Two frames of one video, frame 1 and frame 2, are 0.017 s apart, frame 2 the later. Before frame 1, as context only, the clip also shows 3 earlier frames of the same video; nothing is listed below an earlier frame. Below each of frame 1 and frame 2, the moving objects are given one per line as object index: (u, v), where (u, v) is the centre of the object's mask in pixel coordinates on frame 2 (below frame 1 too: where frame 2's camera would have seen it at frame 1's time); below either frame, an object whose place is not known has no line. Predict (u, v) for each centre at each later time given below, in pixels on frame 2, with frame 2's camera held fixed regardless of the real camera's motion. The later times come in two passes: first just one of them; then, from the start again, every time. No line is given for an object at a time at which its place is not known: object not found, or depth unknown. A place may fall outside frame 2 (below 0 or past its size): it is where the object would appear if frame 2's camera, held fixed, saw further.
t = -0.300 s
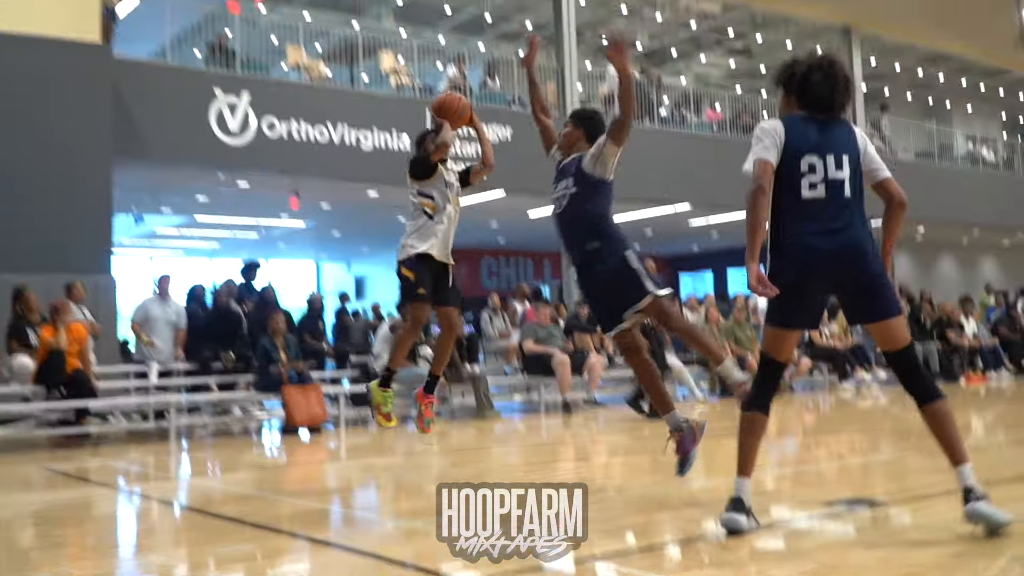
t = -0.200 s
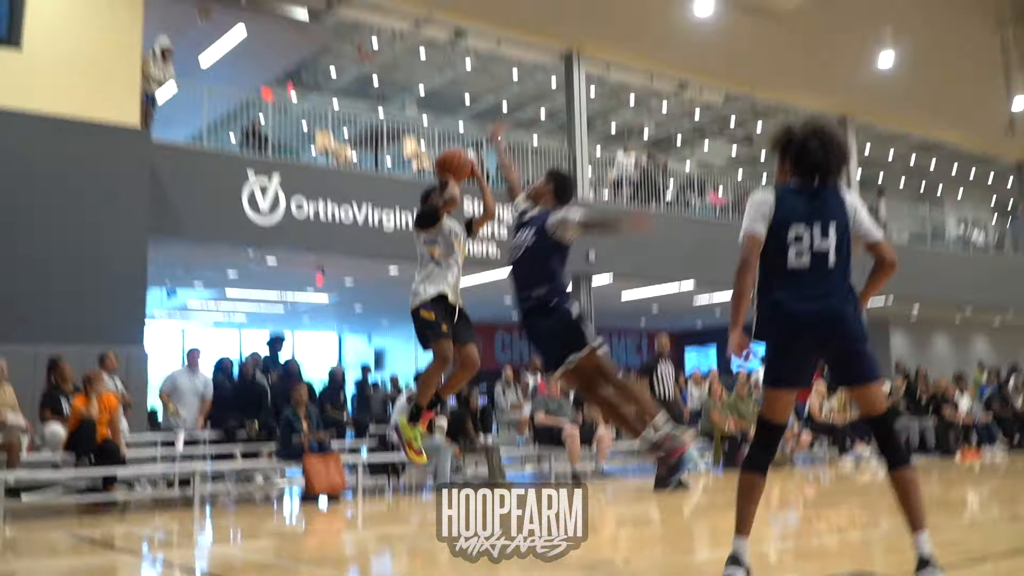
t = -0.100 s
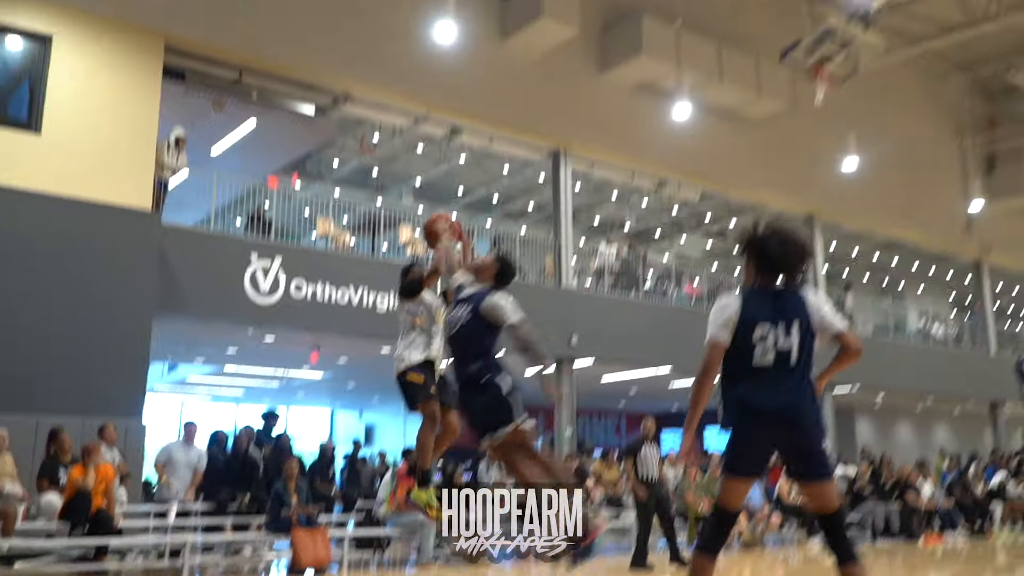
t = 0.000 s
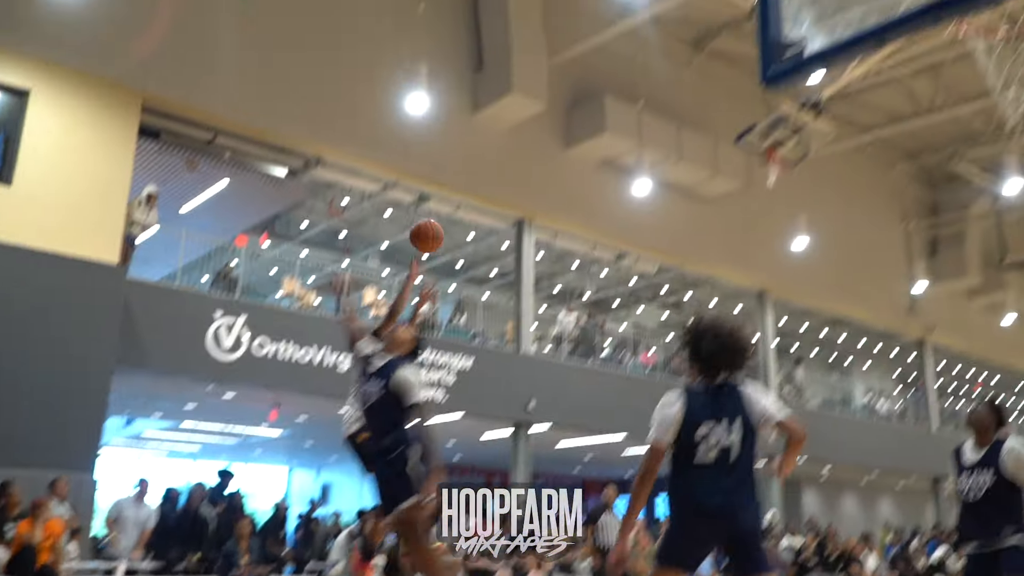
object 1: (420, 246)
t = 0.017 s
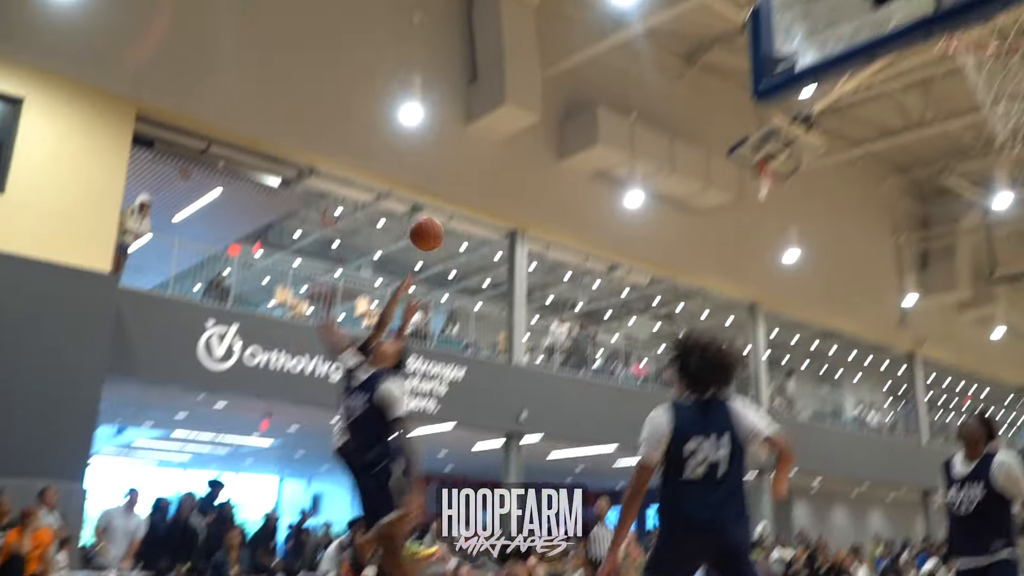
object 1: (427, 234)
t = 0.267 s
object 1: (542, 83)
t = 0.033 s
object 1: (434, 223)
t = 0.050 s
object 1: (440, 211)
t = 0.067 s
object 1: (448, 200)
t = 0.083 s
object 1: (455, 188)
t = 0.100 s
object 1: (463, 178)
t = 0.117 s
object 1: (470, 167)
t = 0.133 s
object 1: (478, 157)
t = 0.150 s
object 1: (486, 147)
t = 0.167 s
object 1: (494, 137)
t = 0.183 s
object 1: (501, 127)
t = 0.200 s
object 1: (510, 118)
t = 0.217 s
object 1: (517, 109)
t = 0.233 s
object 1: (526, 100)
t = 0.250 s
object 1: (533, 91)
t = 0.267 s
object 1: (542, 83)
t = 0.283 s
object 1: (550, 75)
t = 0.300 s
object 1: (559, 68)
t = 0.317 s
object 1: (567, 60)
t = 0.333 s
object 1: (576, 53)
